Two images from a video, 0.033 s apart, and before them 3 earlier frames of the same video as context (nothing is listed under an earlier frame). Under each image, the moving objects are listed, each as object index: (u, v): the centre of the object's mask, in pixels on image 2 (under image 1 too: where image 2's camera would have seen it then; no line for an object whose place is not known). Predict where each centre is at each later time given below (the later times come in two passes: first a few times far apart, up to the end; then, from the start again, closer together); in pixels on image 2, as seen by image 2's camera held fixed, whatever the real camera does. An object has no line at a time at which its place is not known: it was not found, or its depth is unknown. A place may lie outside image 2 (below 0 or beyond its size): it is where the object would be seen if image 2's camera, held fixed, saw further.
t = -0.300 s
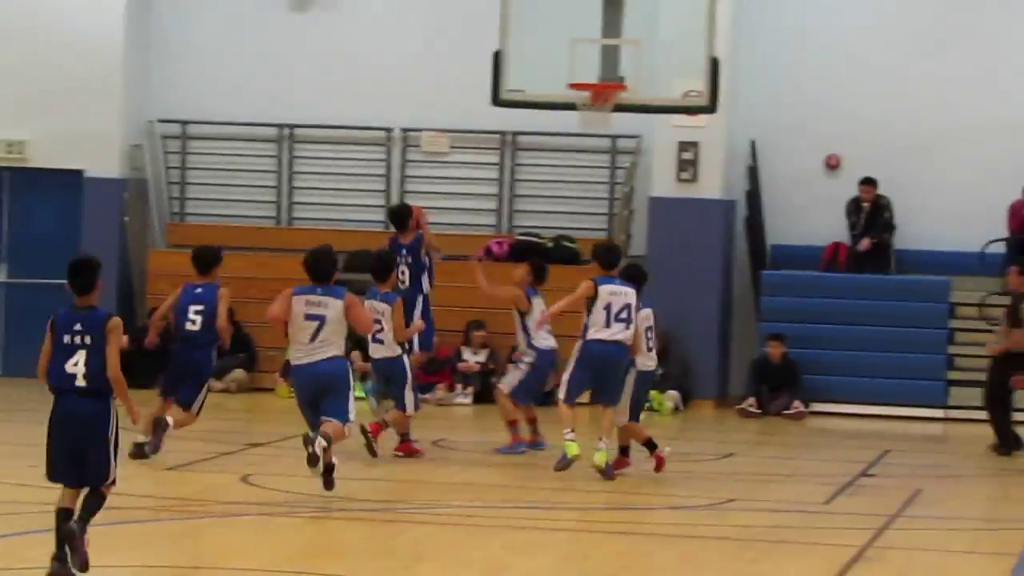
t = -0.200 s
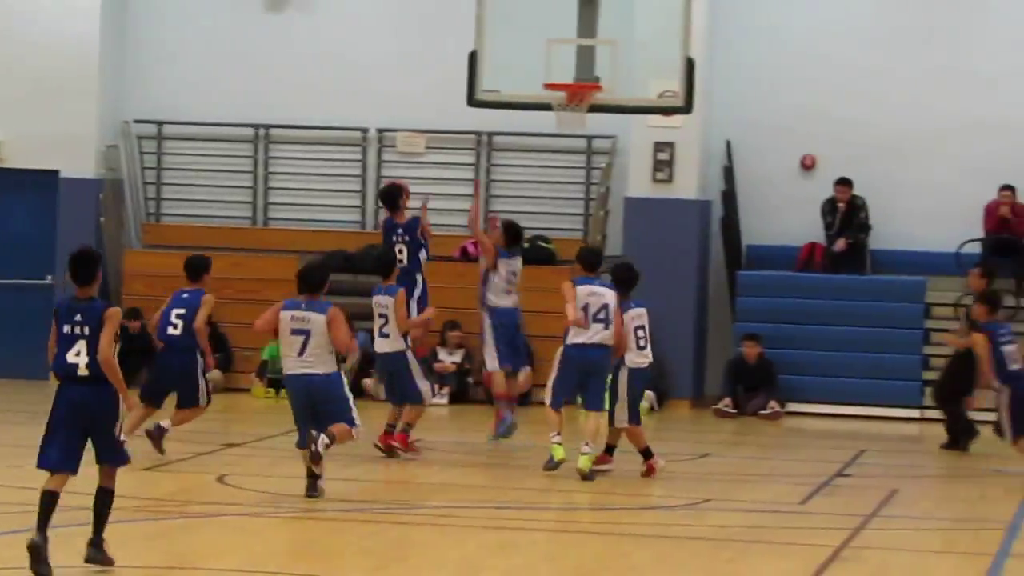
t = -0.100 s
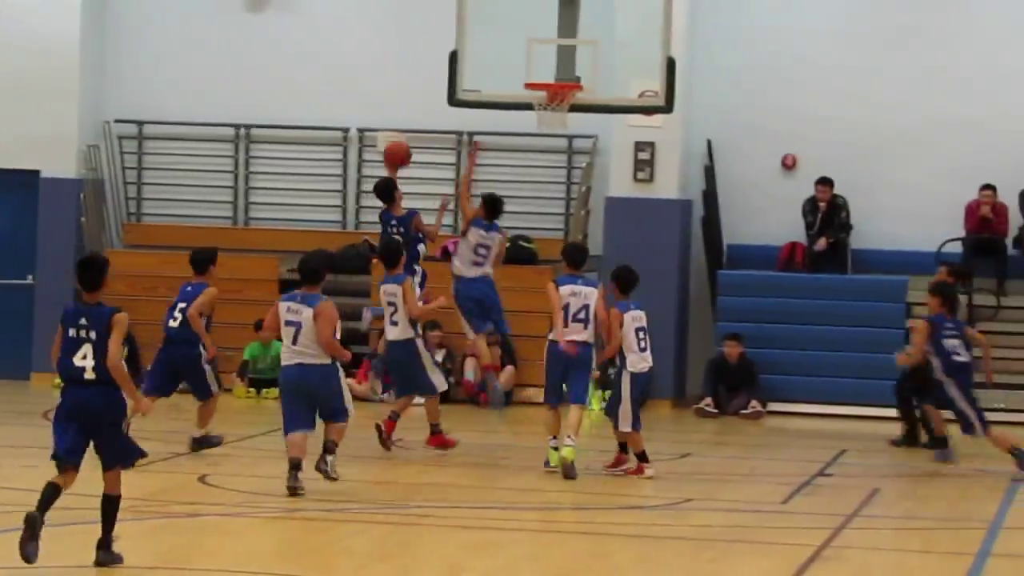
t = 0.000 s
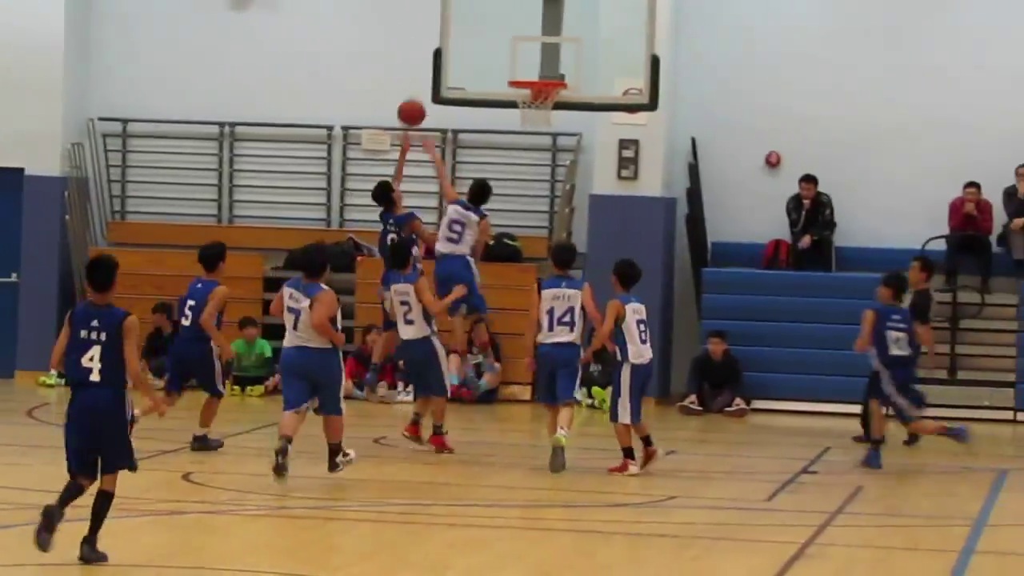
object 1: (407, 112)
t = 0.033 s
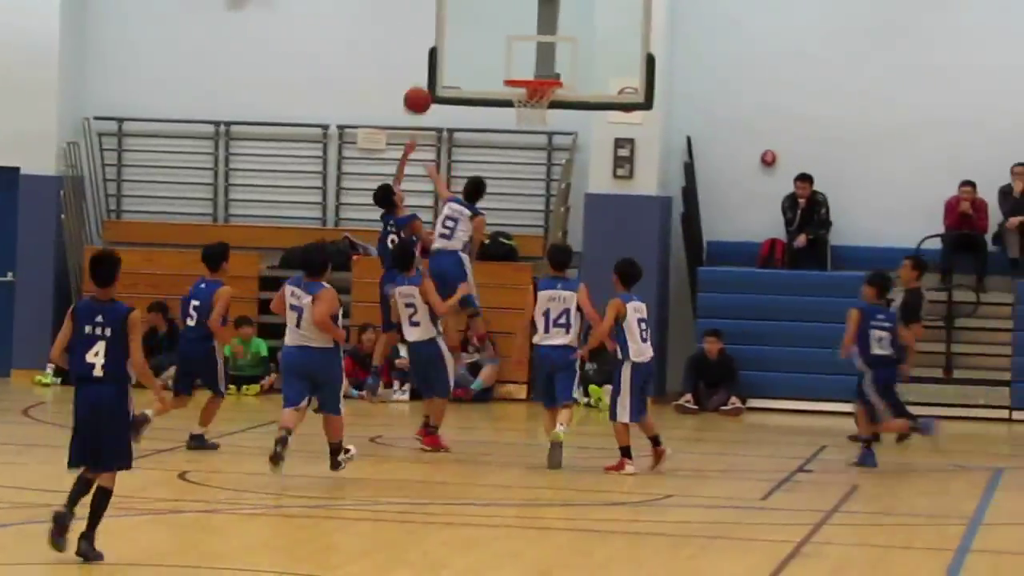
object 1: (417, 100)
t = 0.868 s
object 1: (539, 127)
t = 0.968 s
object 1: (536, 159)
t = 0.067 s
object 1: (428, 90)
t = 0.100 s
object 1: (437, 81)
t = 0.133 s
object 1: (448, 74)
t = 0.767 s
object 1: (540, 115)
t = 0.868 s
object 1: (539, 127)
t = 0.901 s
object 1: (538, 137)
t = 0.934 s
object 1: (537, 148)
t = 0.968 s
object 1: (536, 159)
